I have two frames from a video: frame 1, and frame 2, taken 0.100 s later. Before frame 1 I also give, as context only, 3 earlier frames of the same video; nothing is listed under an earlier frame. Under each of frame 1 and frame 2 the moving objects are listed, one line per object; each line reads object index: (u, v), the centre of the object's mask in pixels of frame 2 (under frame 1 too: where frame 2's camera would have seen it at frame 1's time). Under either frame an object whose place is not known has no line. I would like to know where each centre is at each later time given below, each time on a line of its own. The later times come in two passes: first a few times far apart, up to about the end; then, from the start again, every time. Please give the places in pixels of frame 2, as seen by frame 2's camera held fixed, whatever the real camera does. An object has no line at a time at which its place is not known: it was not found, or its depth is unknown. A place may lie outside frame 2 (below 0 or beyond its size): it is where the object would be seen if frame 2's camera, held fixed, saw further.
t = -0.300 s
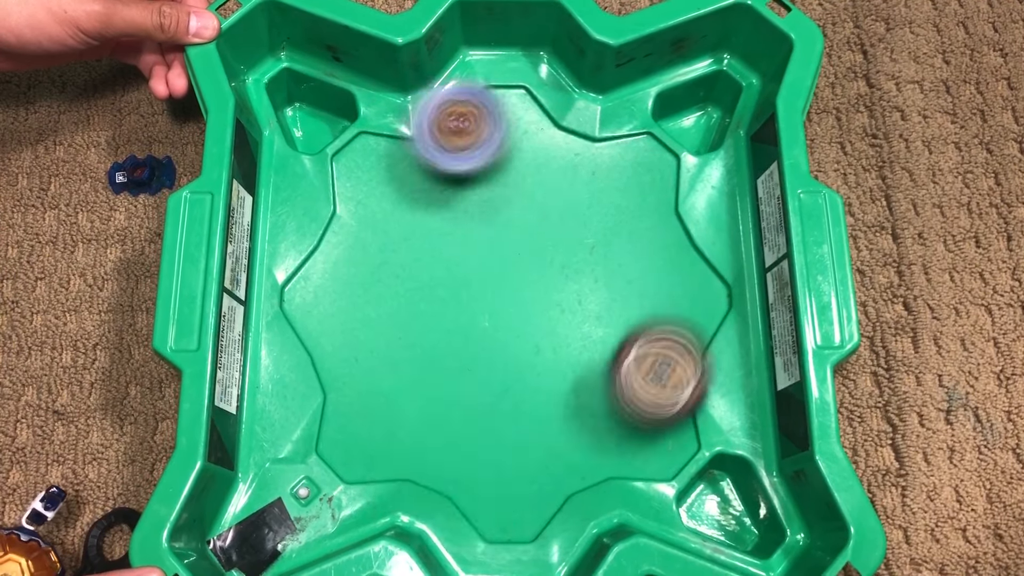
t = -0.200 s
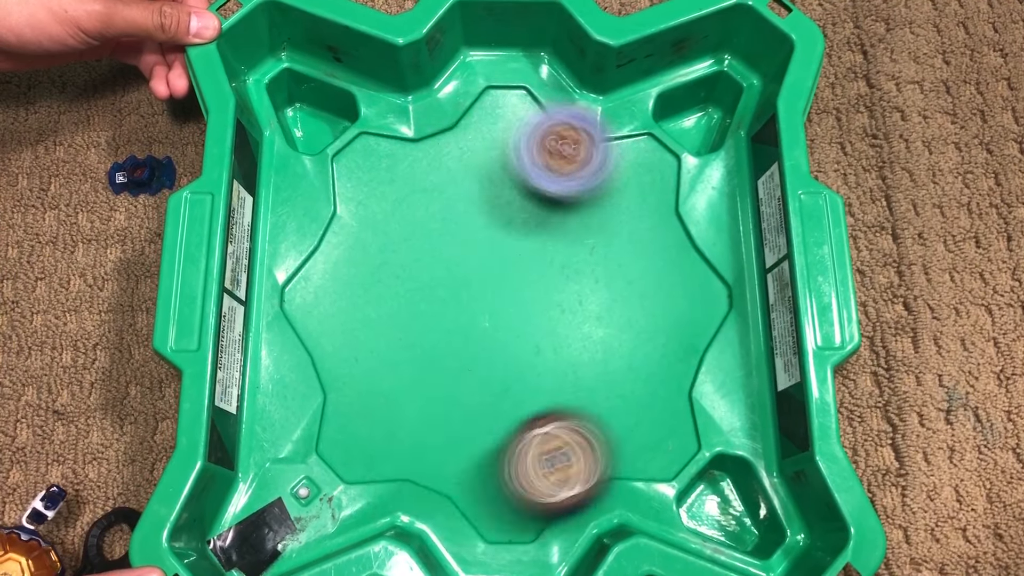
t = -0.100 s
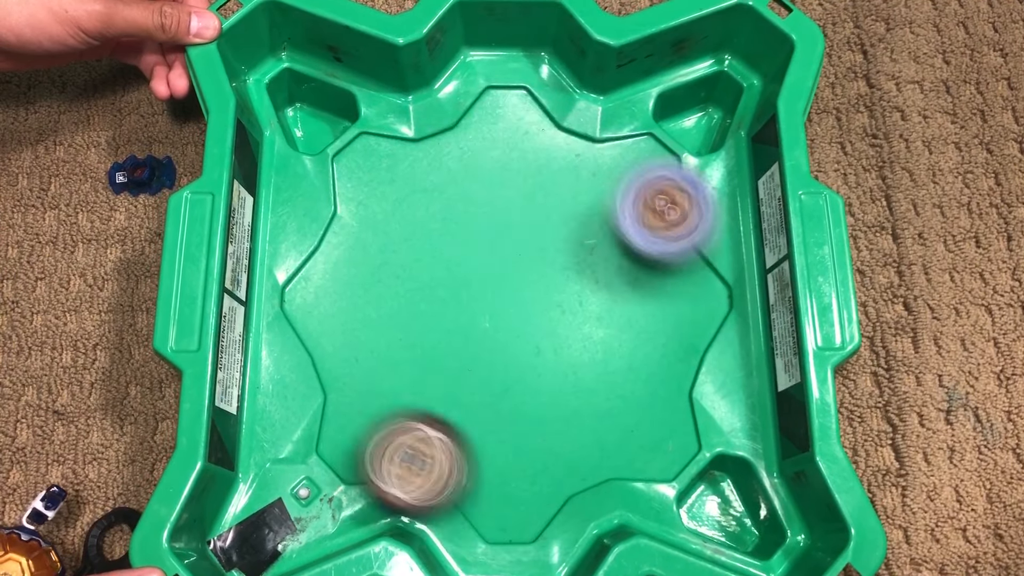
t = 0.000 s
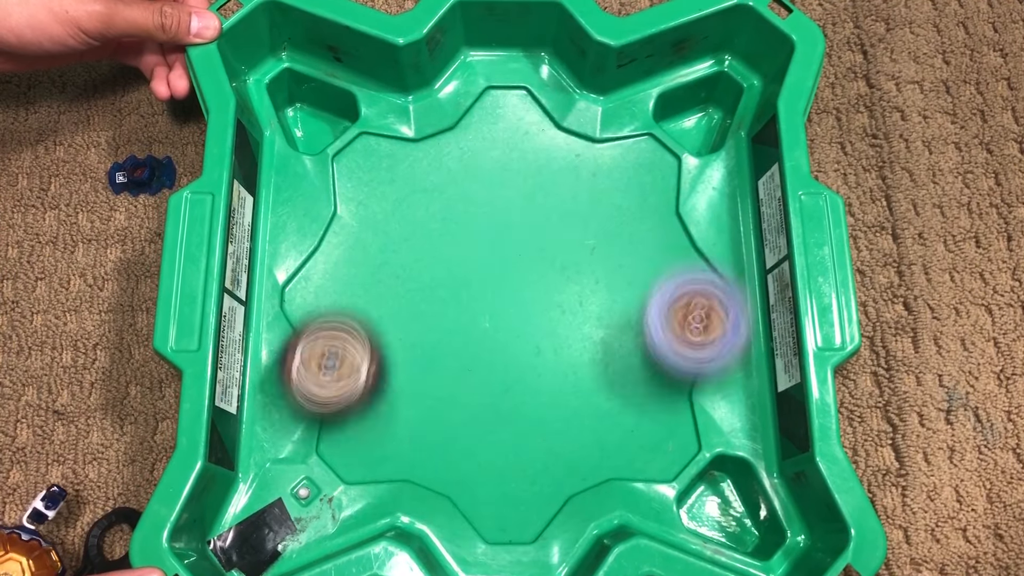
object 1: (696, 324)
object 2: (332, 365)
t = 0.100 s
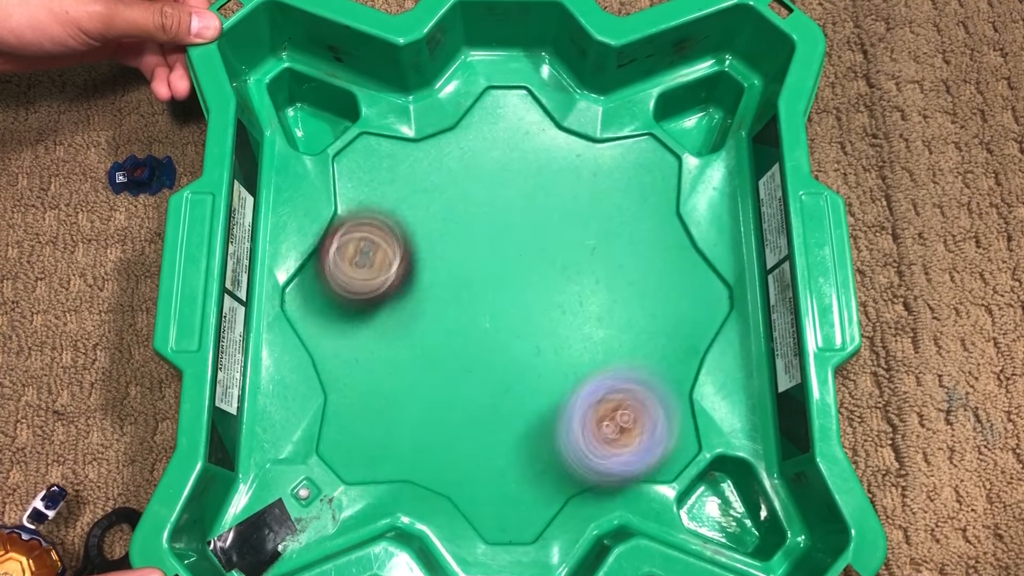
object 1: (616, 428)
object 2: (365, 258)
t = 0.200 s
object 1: (482, 468)
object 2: (418, 181)
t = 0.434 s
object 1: (304, 281)
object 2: (608, 214)
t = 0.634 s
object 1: (508, 116)
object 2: (599, 392)
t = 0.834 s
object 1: (666, 237)
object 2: (425, 416)
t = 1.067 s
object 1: (530, 476)
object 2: (370, 249)
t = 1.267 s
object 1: (315, 328)
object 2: (517, 188)
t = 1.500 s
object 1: (498, 128)
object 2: (627, 327)
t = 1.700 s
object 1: (678, 280)
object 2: (512, 427)
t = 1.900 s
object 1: (549, 469)
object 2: (391, 342)
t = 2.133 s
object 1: (317, 314)
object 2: (469, 206)
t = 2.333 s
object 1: (445, 184)
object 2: (594, 237)
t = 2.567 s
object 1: (654, 257)
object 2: (585, 367)
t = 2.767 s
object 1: (574, 440)
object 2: (457, 377)
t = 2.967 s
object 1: (348, 391)
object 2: (410, 261)
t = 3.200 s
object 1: (418, 165)
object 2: (527, 182)
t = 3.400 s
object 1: (473, 181)
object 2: (723, 230)
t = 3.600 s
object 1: (553, 273)
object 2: (655, 348)
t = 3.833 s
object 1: (402, 326)
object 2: (664, 450)
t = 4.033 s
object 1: (387, 333)
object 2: (591, 419)
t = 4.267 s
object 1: (415, 299)
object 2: (597, 298)
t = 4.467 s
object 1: (391, 285)
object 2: (672, 225)
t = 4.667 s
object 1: (456, 283)
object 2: (630, 227)
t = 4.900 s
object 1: (509, 304)
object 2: (549, 192)
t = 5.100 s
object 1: (524, 334)
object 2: (473, 168)
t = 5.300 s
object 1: (529, 337)
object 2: (422, 165)
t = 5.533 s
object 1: (528, 314)
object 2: (399, 219)
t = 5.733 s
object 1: (524, 291)
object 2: (394, 301)
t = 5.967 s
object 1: (516, 275)
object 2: (409, 392)
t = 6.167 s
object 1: (501, 275)
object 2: (441, 428)
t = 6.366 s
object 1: (494, 285)
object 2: (502, 421)
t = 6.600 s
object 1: (494, 297)
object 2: (583, 377)
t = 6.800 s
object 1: (497, 300)
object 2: (631, 320)
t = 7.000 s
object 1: (513, 298)
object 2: (646, 266)
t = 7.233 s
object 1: (520, 292)
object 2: (613, 222)
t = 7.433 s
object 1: (503, 320)
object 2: (551, 180)
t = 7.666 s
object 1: (466, 352)
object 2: (477, 162)
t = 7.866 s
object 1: (457, 351)
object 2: (426, 186)
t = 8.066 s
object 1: (476, 328)
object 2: (398, 248)
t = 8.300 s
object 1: (628, 329)
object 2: (318, 298)
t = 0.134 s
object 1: (575, 448)
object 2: (378, 227)
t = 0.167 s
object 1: (528, 462)
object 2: (395, 201)
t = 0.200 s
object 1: (482, 468)
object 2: (418, 181)
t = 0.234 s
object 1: (432, 463)
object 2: (445, 167)
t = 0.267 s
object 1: (389, 450)
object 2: (472, 158)
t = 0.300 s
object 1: (348, 424)
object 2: (501, 157)
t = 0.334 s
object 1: (319, 390)
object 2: (532, 162)
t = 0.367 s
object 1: (304, 354)
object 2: (561, 173)
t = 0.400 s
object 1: (294, 318)
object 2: (587, 191)
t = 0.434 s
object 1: (304, 281)
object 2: (608, 214)
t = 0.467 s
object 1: (326, 245)
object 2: (624, 242)
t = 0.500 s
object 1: (357, 209)
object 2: (633, 274)
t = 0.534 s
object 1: (387, 178)
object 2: (636, 308)
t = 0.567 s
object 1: (427, 151)
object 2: (630, 340)
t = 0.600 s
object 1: (468, 131)
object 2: (619, 367)
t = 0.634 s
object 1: (508, 116)
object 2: (599, 392)
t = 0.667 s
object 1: (549, 110)
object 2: (575, 413)
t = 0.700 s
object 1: (576, 120)
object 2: (547, 426)
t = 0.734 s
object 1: (602, 140)
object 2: (517, 434)
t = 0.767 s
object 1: (630, 166)
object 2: (486, 434)
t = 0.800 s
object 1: (649, 197)
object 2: (453, 427)
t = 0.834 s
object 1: (666, 237)
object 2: (425, 416)
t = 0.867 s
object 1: (677, 280)
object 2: (398, 399)
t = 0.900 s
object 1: (677, 322)
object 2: (377, 378)
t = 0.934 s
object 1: (666, 367)
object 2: (363, 354)
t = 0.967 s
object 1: (645, 408)
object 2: (356, 327)
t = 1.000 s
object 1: (619, 441)
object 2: (354, 300)
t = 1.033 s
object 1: (581, 465)
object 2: (358, 273)
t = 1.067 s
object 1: (530, 476)
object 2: (370, 249)
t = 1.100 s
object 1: (480, 474)
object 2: (386, 227)
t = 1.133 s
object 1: (431, 461)
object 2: (407, 209)
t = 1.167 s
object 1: (382, 437)
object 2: (431, 196)
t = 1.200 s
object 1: (346, 403)
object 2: (459, 188)
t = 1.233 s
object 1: (324, 364)
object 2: (488, 186)
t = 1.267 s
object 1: (315, 328)
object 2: (517, 188)
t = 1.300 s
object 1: (312, 288)
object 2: (545, 195)
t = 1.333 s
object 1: (321, 244)
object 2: (570, 209)
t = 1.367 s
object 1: (349, 211)
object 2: (591, 226)
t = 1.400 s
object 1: (382, 182)
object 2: (608, 248)
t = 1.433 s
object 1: (419, 159)
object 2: (621, 274)
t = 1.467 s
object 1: (458, 140)
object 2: (626, 301)
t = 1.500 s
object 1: (498, 128)
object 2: (627, 327)
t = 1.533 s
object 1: (539, 124)
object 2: (621, 352)
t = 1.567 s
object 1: (578, 133)
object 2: (608, 378)
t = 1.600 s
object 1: (612, 160)
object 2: (589, 399)
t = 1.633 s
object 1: (641, 195)
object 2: (565, 415)
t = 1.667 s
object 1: (663, 237)
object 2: (538, 424)
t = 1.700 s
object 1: (678, 280)
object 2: (512, 427)
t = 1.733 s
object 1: (681, 321)
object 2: (486, 424)
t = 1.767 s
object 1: (672, 366)
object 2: (461, 416)
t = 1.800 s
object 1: (653, 409)
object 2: (437, 403)
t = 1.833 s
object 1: (627, 445)
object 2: (417, 385)
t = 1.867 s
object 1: (590, 462)
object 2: (400, 363)
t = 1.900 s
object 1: (549, 469)
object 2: (391, 342)
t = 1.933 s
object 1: (507, 467)
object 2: (386, 317)
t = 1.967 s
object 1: (464, 457)
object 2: (388, 294)
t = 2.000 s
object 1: (422, 439)
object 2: (396, 269)
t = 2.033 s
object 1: (386, 415)
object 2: (408, 248)
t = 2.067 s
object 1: (355, 384)
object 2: (426, 230)
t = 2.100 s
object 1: (332, 348)
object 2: (446, 216)
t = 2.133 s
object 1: (317, 314)
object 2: (469, 206)
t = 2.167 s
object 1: (308, 278)
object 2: (492, 202)
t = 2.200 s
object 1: (317, 249)
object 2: (517, 201)
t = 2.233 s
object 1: (343, 229)
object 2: (540, 203)
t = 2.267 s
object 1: (374, 211)
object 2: (560, 211)
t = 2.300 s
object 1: (408, 196)
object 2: (579, 222)
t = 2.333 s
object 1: (445, 184)
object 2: (594, 237)
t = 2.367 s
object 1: (483, 175)
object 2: (605, 256)
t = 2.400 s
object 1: (521, 174)
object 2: (612, 275)
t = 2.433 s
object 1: (557, 178)
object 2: (616, 294)
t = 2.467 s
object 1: (588, 190)
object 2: (614, 311)
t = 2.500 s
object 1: (616, 207)
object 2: (608, 332)
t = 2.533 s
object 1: (638, 229)
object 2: (598, 352)
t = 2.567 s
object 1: (654, 257)
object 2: (585, 367)
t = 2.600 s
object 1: (662, 287)
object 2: (568, 378)
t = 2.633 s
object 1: (662, 321)
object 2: (546, 388)
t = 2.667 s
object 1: (652, 356)
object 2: (522, 393)
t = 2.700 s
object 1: (635, 389)
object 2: (500, 393)
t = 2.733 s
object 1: (608, 418)
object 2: (478, 388)
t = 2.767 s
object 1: (574, 440)
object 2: (457, 377)
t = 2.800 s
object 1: (534, 455)
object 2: (439, 363)
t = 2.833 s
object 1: (492, 459)
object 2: (427, 347)
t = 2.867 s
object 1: (450, 455)
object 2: (418, 327)
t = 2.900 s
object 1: (410, 442)
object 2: (411, 304)
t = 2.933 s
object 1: (377, 421)
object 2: (408, 282)
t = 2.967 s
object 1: (348, 391)
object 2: (410, 261)
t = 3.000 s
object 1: (331, 356)
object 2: (419, 241)
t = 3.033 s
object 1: (327, 318)
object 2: (432, 223)
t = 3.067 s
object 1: (331, 282)
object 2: (446, 209)
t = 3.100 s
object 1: (344, 245)
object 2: (464, 199)
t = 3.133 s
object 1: (363, 214)
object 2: (486, 191)
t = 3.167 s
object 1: (391, 186)
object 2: (506, 185)
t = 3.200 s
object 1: (418, 165)
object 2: (527, 182)
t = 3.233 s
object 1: (418, 155)
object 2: (590, 177)
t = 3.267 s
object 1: (419, 151)
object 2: (651, 177)
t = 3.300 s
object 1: (423, 151)
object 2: (685, 184)
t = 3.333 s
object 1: (436, 157)
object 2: (700, 196)
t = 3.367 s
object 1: (454, 168)
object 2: (712, 213)
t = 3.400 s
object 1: (473, 181)
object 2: (723, 230)
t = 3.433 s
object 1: (492, 193)
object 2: (726, 249)
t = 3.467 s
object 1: (510, 208)
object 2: (721, 274)
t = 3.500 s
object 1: (526, 222)
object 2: (716, 297)
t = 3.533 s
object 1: (539, 238)
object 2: (700, 316)
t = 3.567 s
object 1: (547, 255)
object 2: (679, 333)
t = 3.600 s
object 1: (553, 273)
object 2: (655, 348)
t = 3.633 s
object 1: (554, 292)
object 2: (635, 361)
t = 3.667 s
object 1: (532, 300)
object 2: (642, 377)
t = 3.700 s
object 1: (502, 305)
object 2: (659, 402)
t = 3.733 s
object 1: (473, 310)
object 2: (669, 419)
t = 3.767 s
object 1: (446, 315)
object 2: (675, 434)
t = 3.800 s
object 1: (422, 321)
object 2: (674, 445)
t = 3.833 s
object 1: (402, 326)
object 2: (664, 450)
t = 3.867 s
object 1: (388, 332)
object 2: (652, 449)
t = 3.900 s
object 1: (379, 335)
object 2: (639, 446)
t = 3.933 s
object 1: (374, 337)
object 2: (626, 443)
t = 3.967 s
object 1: (375, 337)
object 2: (614, 437)
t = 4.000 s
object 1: (379, 336)
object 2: (602, 429)
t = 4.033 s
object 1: (387, 333)
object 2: (591, 419)
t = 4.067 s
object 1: (397, 329)
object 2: (581, 407)
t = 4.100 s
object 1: (408, 324)
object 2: (572, 392)
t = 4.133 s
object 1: (421, 318)
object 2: (564, 377)
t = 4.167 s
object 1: (433, 312)
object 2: (557, 359)
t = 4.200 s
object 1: (444, 307)
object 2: (552, 341)
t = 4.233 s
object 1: (439, 303)
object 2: (563, 321)
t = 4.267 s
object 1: (415, 299)
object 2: (597, 298)
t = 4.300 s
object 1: (398, 297)
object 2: (622, 276)
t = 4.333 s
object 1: (387, 293)
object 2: (638, 258)
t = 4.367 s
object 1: (382, 291)
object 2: (650, 244)
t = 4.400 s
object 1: (381, 289)
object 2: (660, 234)
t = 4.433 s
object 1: (383, 287)
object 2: (668, 227)
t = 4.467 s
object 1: (391, 285)
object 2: (672, 225)
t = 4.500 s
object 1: (399, 284)
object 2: (668, 226)
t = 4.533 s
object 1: (409, 283)
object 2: (662, 228)
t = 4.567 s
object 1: (419, 283)
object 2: (654, 230)
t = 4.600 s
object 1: (431, 282)
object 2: (647, 230)
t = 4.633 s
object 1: (442, 283)
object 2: (639, 229)
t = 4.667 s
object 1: (456, 283)
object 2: (630, 227)
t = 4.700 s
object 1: (467, 284)
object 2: (621, 224)
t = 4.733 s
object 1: (478, 285)
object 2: (611, 220)
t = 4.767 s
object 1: (486, 287)
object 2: (600, 214)
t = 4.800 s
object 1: (494, 290)
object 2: (588, 209)
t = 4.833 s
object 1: (499, 294)
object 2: (576, 204)
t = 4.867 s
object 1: (505, 299)
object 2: (563, 198)
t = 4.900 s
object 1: (509, 304)
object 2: (549, 192)
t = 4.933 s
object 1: (512, 309)
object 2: (536, 188)
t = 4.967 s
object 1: (515, 315)
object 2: (523, 183)
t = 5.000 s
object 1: (518, 322)
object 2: (510, 178)
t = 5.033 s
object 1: (520, 327)
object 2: (497, 175)
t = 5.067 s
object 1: (522, 330)
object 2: (485, 171)
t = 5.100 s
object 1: (524, 334)
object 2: (473, 168)
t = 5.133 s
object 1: (525, 337)
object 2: (462, 165)
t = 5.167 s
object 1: (527, 339)
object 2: (451, 163)
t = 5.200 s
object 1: (528, 340)
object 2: (442, 162)
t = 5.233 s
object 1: (528, 339)
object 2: (435, 162)
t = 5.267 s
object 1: (529, 338)
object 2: (428, 162)
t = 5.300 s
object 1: (529, 337)
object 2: (422, 165)
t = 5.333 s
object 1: (529, 335)
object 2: (418, 169)
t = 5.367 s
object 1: (529, 332)
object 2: (414, 174)
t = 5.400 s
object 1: (529, 329)
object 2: (410, 180)
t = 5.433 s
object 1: (529, 325)
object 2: (406, 188)
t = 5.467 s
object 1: (528, 322)
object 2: (404, 197)
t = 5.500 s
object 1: (528, 318)
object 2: (401, 207)
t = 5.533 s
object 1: (528, 314)
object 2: (399, 219)
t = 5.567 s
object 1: (528, 310)
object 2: (397, 231)
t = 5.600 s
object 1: (527, 306)
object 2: (396, 244)
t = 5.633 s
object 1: (526, 302)
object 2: (395, 258)
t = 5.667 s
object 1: (527, 298)
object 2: (394, 273)
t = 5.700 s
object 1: (525, 295)
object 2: (394, 286)
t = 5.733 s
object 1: (524, 291)
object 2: (394, 301)
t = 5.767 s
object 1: (524, 289)
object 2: (395, 315)
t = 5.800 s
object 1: (522, 286)
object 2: (396, 329)
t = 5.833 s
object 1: (521, 284)
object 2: (398, 343)
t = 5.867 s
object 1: (521, 281)
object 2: (400, 356)
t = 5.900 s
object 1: (519, 279)
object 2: (402, 368)
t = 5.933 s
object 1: (518, 277)
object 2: (405, 381)
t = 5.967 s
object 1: (516, 275)
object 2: (409, 392)
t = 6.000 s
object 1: (514, 274)
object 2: (413, 401)
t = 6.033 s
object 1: (511, 274)
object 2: (418, 410)
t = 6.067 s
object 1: (508, 273)
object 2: (423, 417)
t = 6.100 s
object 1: (506, 273)
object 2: (429, 422)
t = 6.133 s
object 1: (504, 274)
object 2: (435, 426)
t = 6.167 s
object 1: (501, 275)
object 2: (441, 428)
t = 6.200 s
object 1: (499, 276)
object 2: (449, 429)
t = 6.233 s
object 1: (498, 278)
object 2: (457, 429)
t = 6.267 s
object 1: (497, 281)
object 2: (467, 428)
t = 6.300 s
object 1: (496, 282)
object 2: (478, 427)
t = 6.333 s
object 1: (495, 283)
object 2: (490, 424)
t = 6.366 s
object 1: (494, 285)
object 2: (502, 421)
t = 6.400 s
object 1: (493, 288)
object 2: (514, 417)
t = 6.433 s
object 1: (493, 290)
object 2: (526, 412)
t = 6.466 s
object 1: (493, 292)
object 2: (538, 406)
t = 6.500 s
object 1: (493, 293)
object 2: (550, 400)
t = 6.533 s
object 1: (494, 295)
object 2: (561, 393)
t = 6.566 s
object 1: (494, 296)
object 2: (572, 385)
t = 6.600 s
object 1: (494, 297)
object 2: (583, 377)
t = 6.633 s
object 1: (494, 297)
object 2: (593, 368)
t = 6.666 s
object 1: (493, 297)
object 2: (601, 360)
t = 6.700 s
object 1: (492, 298)
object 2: (610, 350)
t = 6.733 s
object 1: (493, 299)
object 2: (618, 340)
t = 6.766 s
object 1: (495, 300)
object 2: (625, 330)
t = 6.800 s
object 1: (497, 300)
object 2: (631, 320)
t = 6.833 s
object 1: (500, 301)
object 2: (636, 310)
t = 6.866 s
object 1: (503, 300)
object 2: (640, 300)
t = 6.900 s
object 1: (506, 300)
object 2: (644, 291)
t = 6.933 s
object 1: (509, 300)
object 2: (646, 282)
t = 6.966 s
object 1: (511, 299)
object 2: (647, 274)
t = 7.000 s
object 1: (513, 298)
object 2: (646, 266)
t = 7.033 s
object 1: (514, 298)
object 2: (645, 258)
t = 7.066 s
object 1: (516, 297)
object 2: (643, 251)
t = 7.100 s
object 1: (517, 296)
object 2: (639, 244)
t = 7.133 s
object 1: (518, 295)
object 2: (634, 238)
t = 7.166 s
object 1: (519, 294)
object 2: (628, 233)
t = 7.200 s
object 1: (520, 293)
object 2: (621, 227)
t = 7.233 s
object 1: (520, 292)
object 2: (613, 222)
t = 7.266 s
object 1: (521, 291)
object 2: (603, 218)
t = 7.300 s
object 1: (520, 290)
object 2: (593, 214)
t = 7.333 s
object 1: (520, 289)
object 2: (582, 210)
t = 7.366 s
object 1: (516, 300)
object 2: (573, 199)
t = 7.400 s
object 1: (509, 313)
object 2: (562, 187)
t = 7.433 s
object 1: (503, 320)
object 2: (551, 180)
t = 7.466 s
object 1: (497, 326)
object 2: (540, 175)
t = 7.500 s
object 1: (491, 332)
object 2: (530, 170)
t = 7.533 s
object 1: (485, 337)
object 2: (519, 167)
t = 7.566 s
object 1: (479, 341)
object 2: (508, 164)
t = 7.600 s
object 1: (474, 345)
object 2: (497, 162)
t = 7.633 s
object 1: (469, 349)
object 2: (487, 162)
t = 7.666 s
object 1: (466, 352)
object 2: (477, 162)
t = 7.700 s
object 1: (462, 354)
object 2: (467, 163)
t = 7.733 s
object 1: (459, 355)
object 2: (458, 166)
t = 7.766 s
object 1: (458, 355)
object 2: (449, 169)
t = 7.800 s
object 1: (456, 354)
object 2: (440, 174)
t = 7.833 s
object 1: (456, 353)
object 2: (433, 179)
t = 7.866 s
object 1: (457, 351)
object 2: (426, 186)
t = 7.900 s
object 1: (458, 348)
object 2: (420, 194)
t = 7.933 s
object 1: (461, 344)
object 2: (414, 203)
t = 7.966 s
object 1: (463, 341)
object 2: (409, 213)
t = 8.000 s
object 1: (467, 336)
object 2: (405, 224)
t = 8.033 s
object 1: (472, 332)
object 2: (401, 236)
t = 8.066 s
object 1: (476, 328)
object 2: (398, 248)
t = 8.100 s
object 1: (481, 324)
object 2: (396, 261)
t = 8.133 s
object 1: (511, 325)
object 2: (371, 266)
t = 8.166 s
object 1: (548, 329)
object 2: (347, 271)
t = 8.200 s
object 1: (577, 331)
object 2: (334, 279)
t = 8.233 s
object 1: (600, 331)
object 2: (327, 286)
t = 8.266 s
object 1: (618, 330)
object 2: (322, 291)
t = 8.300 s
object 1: (628, 329)
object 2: (318, 298)
